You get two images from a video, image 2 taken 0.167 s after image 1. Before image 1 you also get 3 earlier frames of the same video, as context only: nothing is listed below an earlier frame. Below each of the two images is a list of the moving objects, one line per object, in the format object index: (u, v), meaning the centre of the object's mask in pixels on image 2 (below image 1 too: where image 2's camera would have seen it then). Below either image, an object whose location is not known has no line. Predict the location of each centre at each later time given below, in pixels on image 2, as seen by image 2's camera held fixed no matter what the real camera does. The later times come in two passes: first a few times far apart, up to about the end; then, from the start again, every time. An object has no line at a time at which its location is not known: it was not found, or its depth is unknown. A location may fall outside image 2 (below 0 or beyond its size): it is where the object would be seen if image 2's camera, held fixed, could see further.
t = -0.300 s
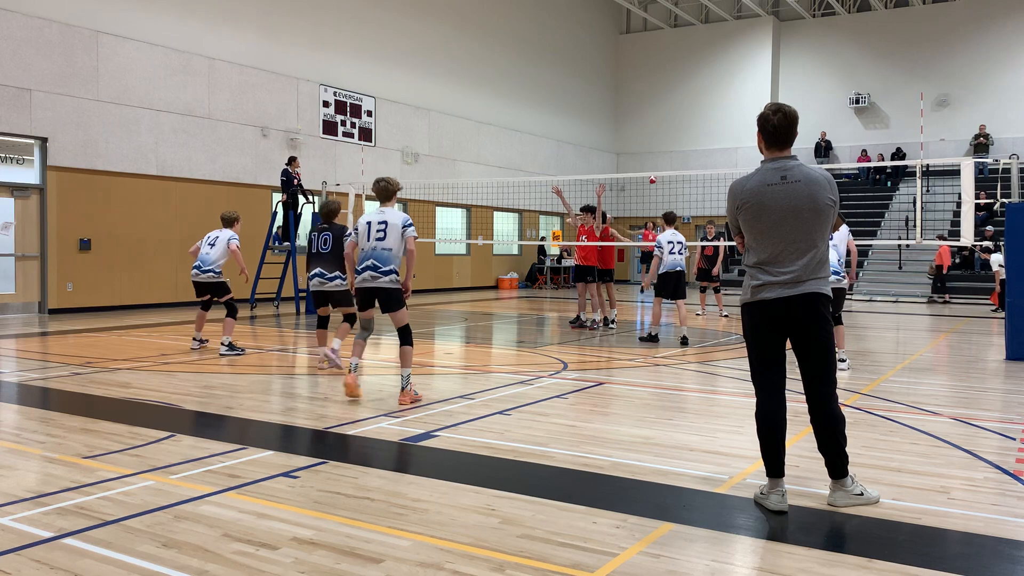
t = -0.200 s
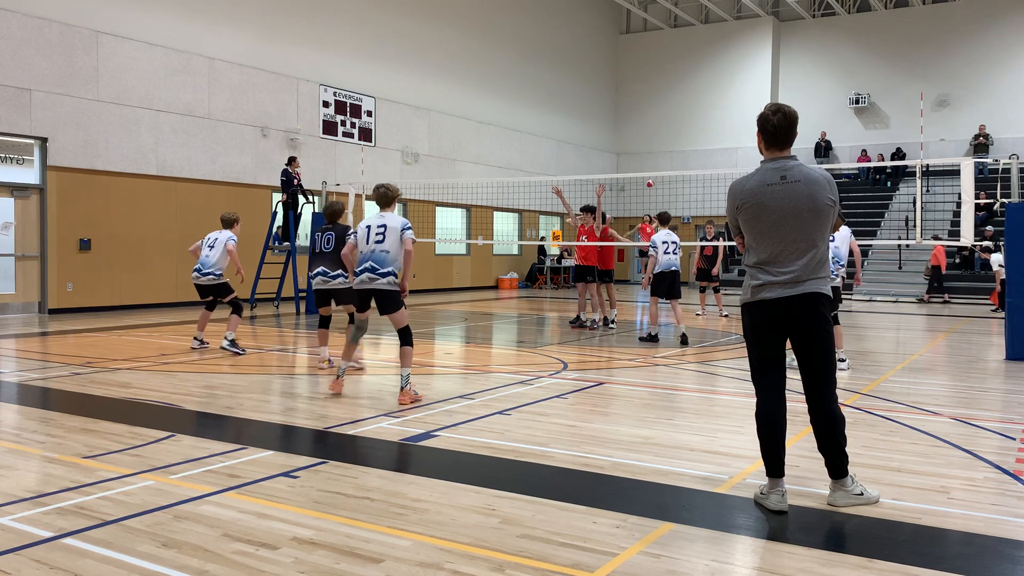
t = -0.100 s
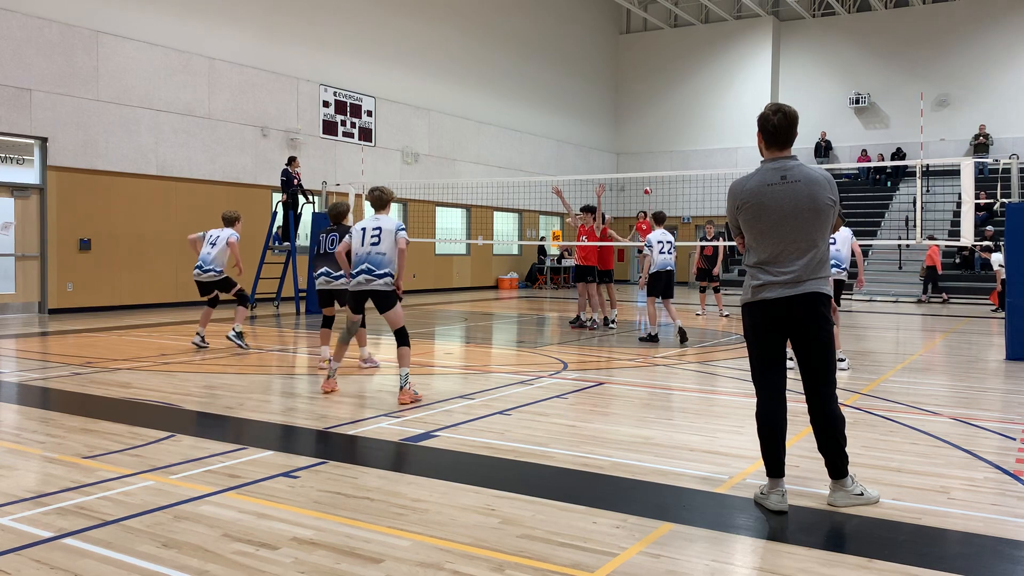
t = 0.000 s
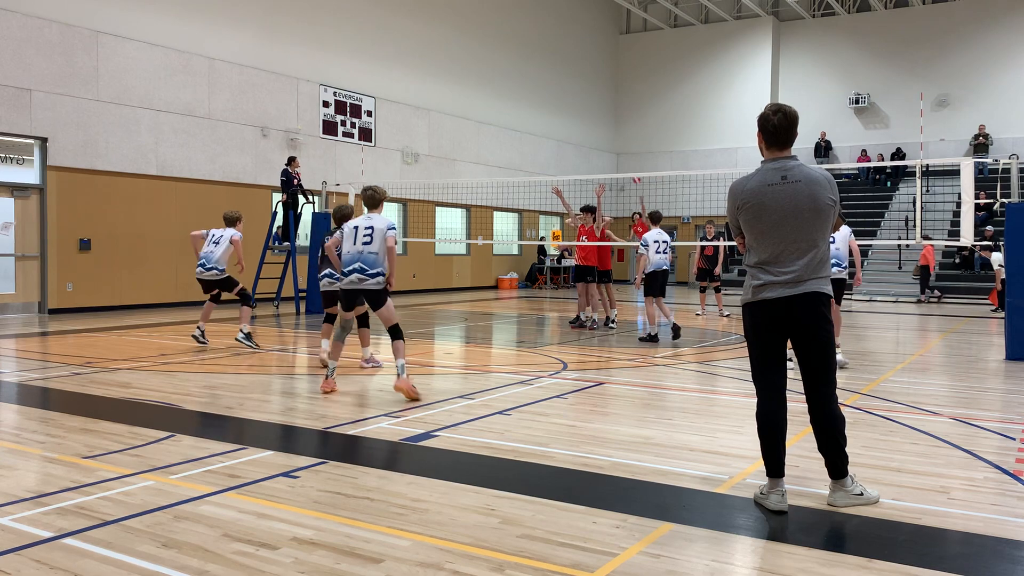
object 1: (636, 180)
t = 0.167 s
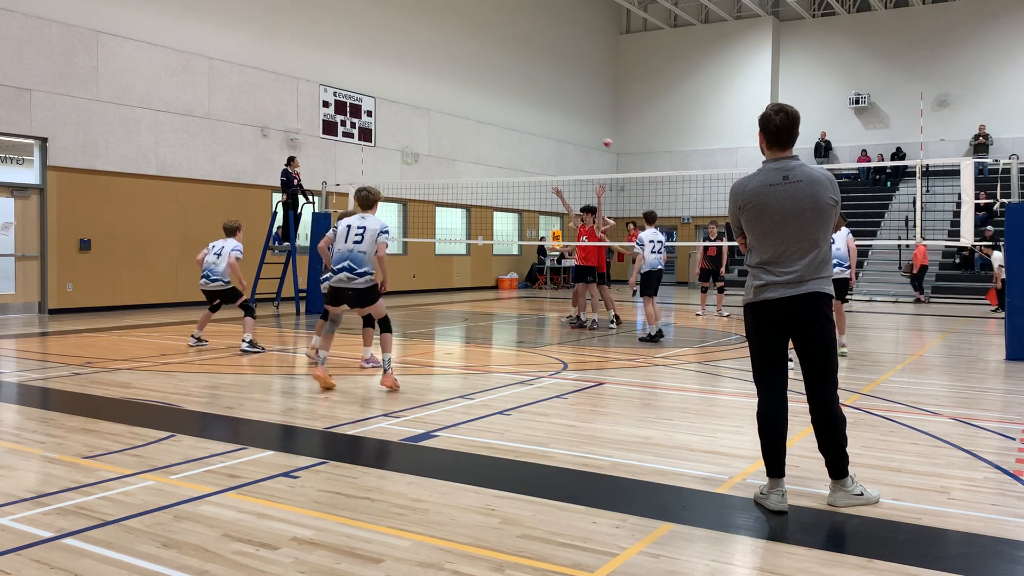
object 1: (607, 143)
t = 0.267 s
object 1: (587, 122)
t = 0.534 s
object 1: (518, 86)
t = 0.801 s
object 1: (417, 74)
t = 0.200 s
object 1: (601, 135)
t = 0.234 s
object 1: (594, 129)
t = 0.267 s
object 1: (587, 122)
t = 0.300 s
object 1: (580, 116)
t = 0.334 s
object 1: (572, 111)
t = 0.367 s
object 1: (564, 106)
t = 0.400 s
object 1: (556, 101)
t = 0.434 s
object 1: (547, 97)
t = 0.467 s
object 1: (538, 93)
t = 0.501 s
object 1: (528, 89)
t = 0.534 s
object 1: (518, 86)
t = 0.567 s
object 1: (507, 83)
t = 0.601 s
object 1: (497, 81)
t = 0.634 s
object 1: (485, 78)
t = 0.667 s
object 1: (472, 76)
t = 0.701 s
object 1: (459, 75)
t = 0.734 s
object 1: (446, 74)
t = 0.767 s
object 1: (432, 74)
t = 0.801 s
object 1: (417, 74)
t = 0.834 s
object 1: (400, 75)
